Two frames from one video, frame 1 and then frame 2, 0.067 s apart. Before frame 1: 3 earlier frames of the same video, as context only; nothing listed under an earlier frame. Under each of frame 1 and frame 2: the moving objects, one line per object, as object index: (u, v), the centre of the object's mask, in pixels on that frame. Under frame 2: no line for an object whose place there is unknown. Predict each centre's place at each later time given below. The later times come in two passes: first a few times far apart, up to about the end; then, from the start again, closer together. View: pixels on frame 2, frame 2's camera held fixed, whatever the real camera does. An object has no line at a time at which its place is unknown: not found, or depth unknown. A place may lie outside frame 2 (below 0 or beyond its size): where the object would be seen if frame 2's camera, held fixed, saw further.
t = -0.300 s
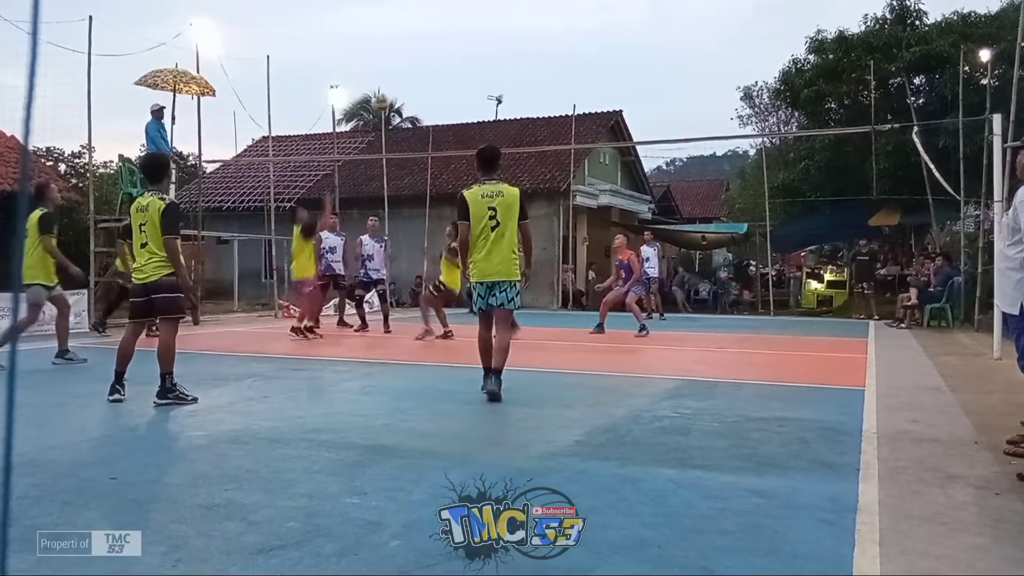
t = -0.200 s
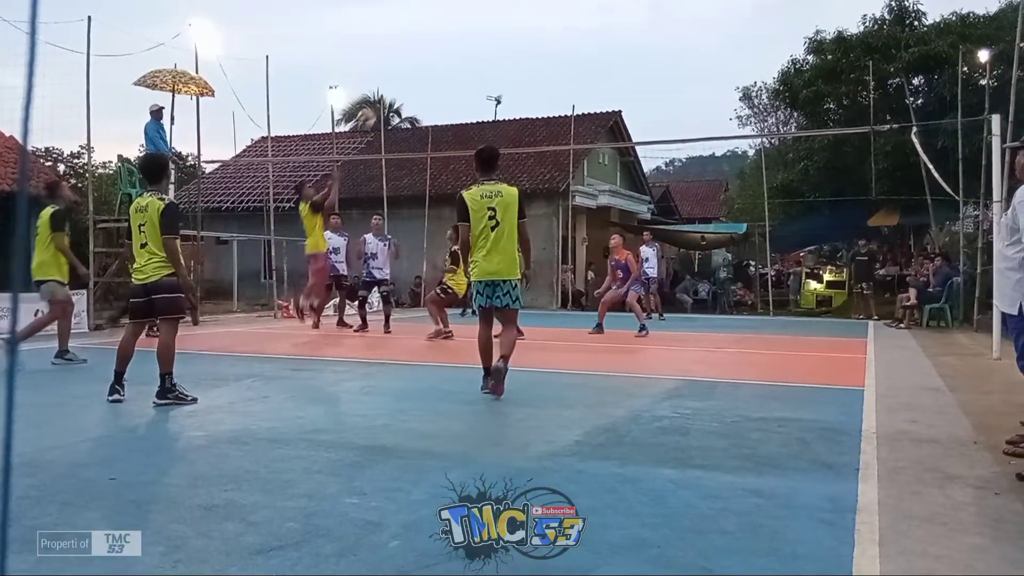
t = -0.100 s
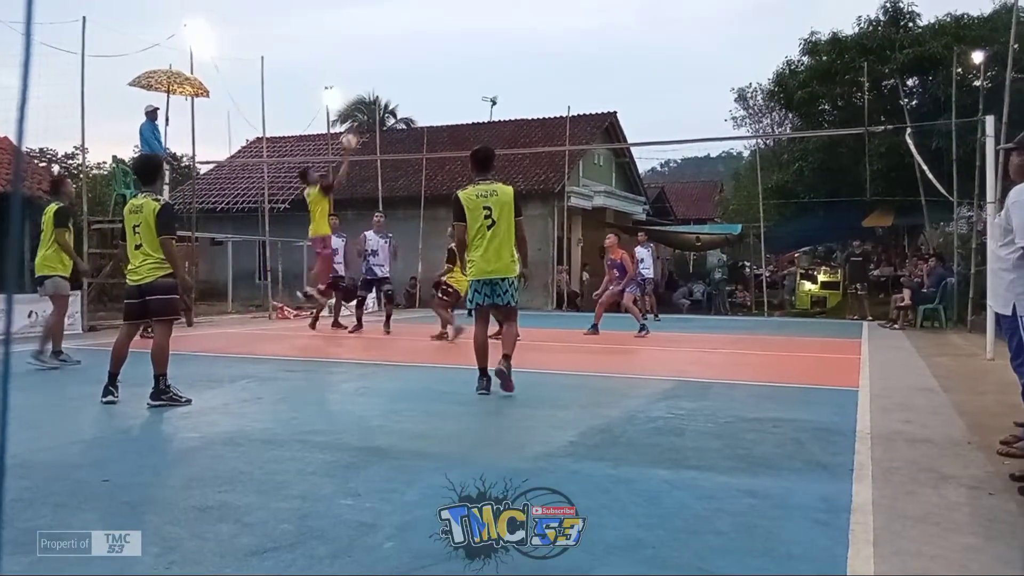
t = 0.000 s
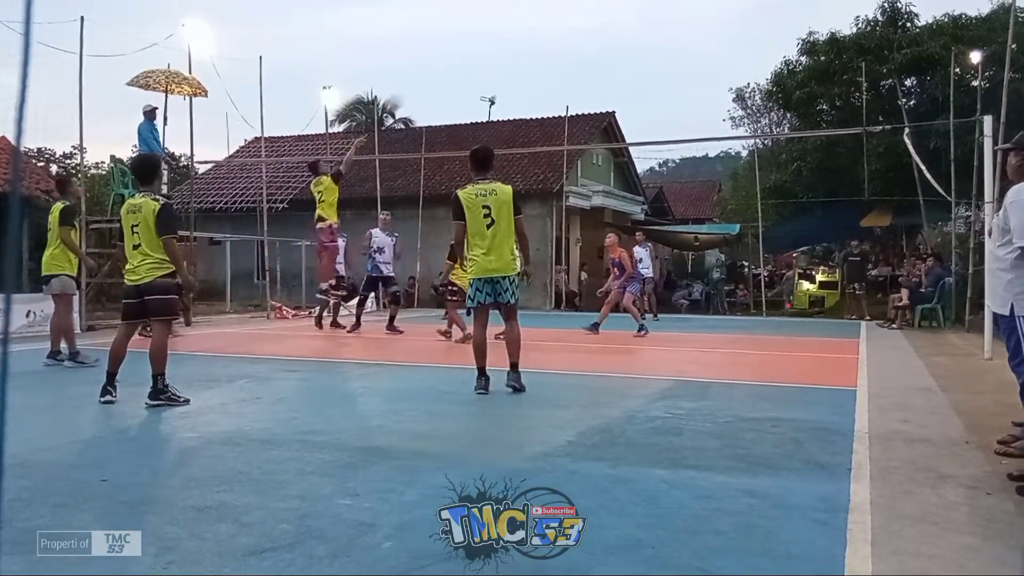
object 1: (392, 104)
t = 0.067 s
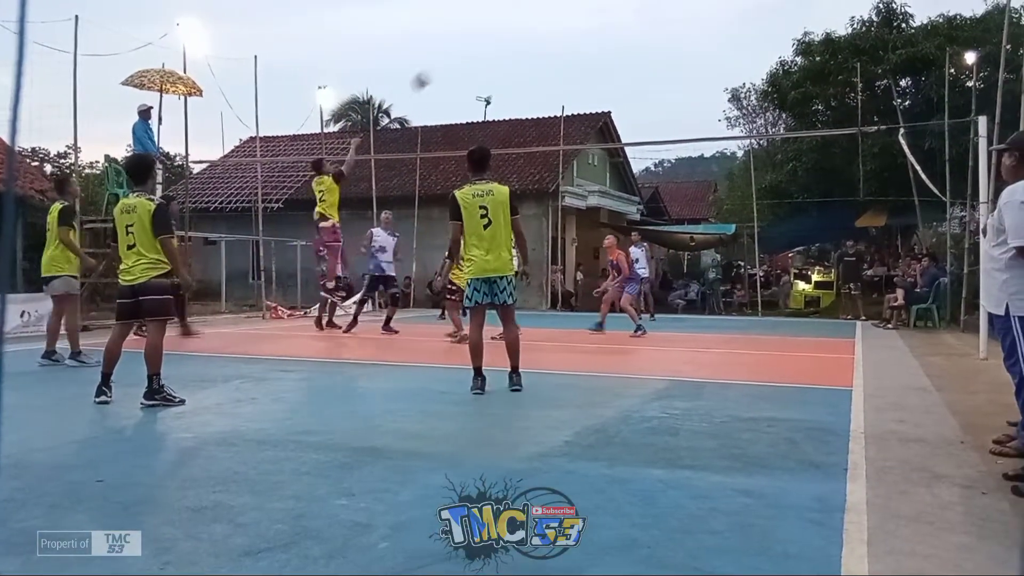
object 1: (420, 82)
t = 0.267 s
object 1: (511, 37)
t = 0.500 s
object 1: (598, 25)
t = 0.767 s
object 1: (680, 55)
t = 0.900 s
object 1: (715, 84)
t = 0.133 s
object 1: (452, 62)
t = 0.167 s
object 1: (467, 54)
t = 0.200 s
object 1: (482, 48)
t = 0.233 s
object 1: (497, 42)
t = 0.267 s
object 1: (511, 37)
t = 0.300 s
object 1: (525, 33)
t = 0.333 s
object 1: (538, 29)
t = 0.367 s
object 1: (550, 28)
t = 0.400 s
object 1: (562, 25)
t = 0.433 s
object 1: (575, 24)
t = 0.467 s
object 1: (587, 24)
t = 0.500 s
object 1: (598, 25)
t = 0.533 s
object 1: (610, 26)
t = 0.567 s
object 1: (620, 28)
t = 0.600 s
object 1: (631, 31)
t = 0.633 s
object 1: (642, 34)
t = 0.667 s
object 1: (651, 39)
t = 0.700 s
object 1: (661, 43)
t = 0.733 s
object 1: (671, 49)
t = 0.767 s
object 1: (680, 55)
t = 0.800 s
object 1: (689, 61)
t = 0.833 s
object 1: (697, 69)
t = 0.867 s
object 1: (706, 76)
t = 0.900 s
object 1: (715, 84)
